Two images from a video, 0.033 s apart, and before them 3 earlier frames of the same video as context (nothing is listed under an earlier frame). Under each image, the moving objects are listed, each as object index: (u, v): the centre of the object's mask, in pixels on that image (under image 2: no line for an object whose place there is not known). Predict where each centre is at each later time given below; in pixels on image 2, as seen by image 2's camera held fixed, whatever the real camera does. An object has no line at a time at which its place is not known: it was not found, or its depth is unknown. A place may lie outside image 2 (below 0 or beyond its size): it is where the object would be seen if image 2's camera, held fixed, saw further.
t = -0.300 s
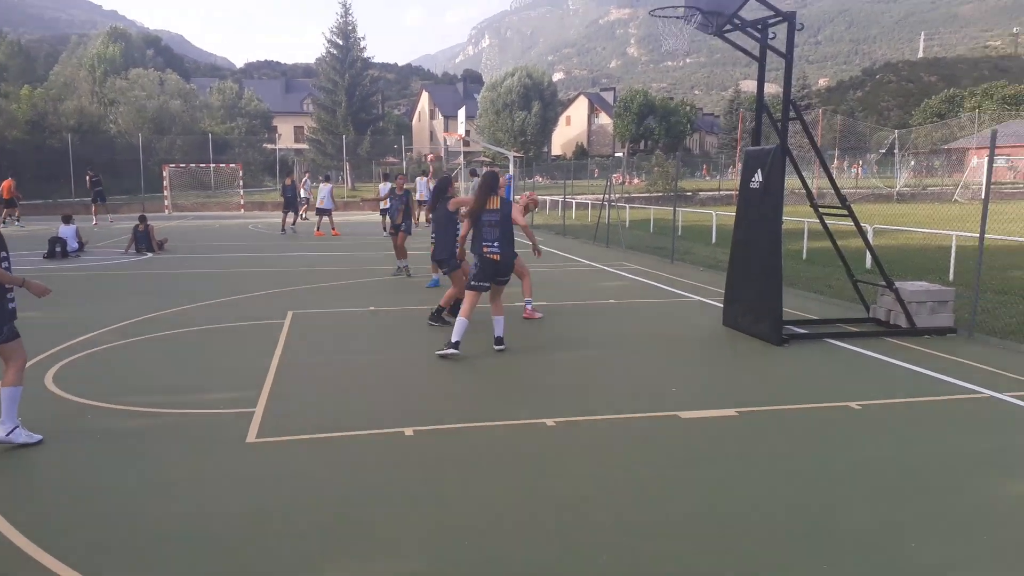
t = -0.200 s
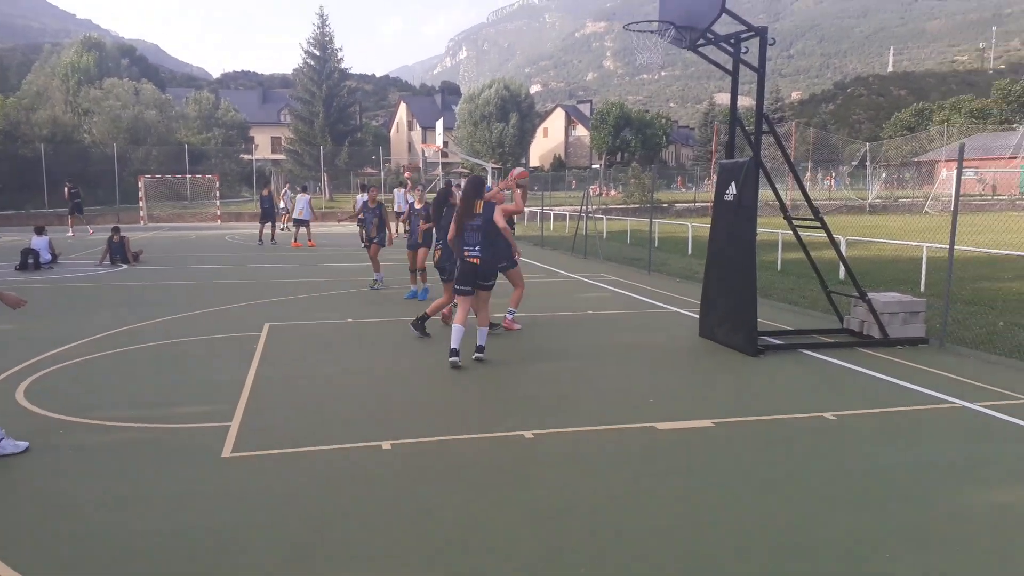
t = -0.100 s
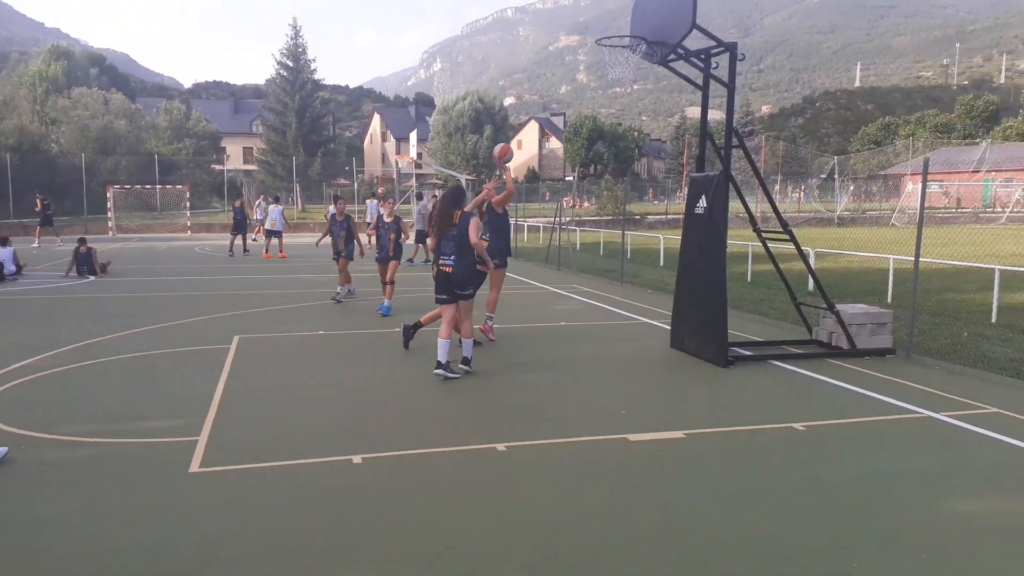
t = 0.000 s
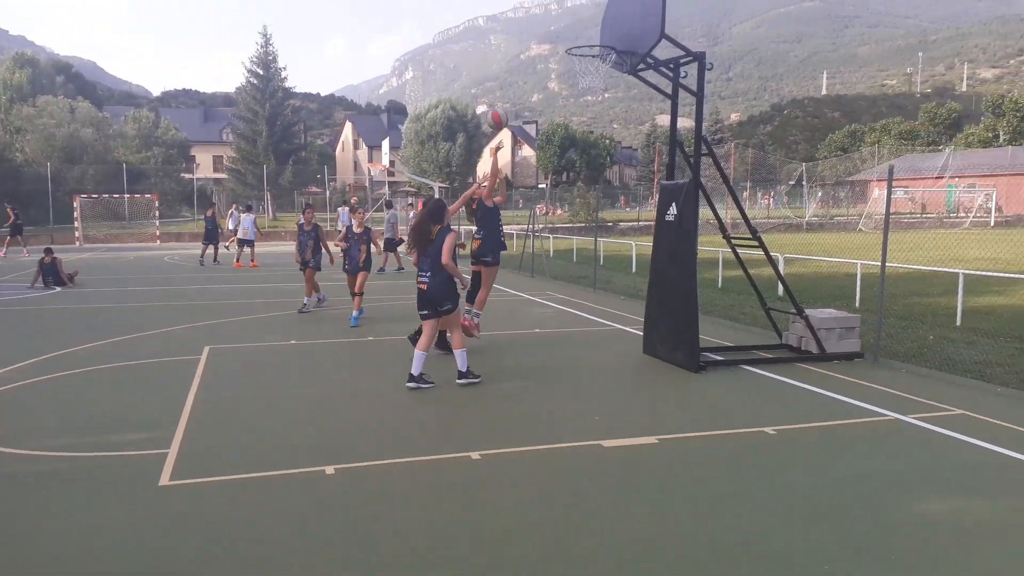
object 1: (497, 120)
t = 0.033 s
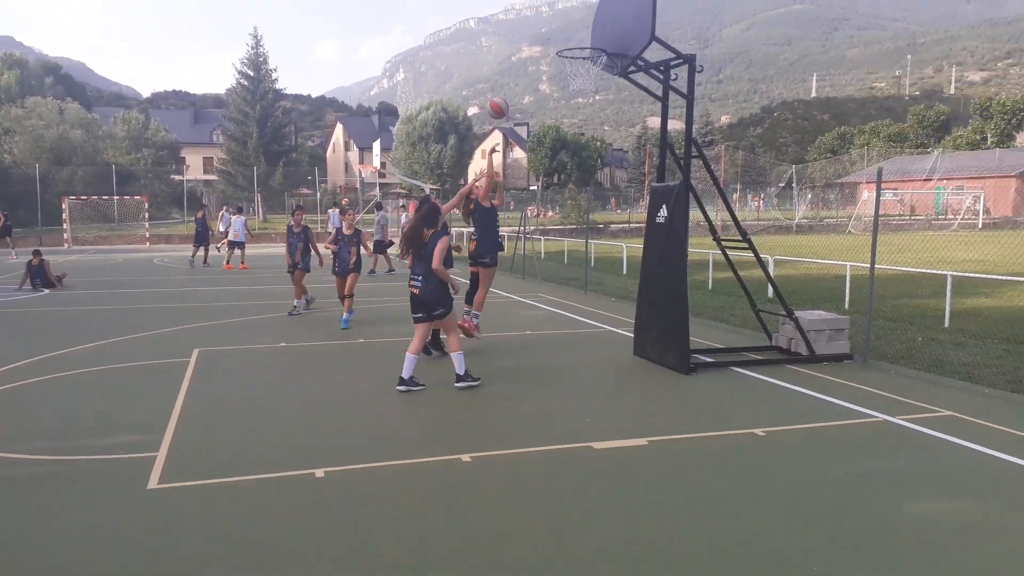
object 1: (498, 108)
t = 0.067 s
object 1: (507, 96)
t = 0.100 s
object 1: (516, 85)
